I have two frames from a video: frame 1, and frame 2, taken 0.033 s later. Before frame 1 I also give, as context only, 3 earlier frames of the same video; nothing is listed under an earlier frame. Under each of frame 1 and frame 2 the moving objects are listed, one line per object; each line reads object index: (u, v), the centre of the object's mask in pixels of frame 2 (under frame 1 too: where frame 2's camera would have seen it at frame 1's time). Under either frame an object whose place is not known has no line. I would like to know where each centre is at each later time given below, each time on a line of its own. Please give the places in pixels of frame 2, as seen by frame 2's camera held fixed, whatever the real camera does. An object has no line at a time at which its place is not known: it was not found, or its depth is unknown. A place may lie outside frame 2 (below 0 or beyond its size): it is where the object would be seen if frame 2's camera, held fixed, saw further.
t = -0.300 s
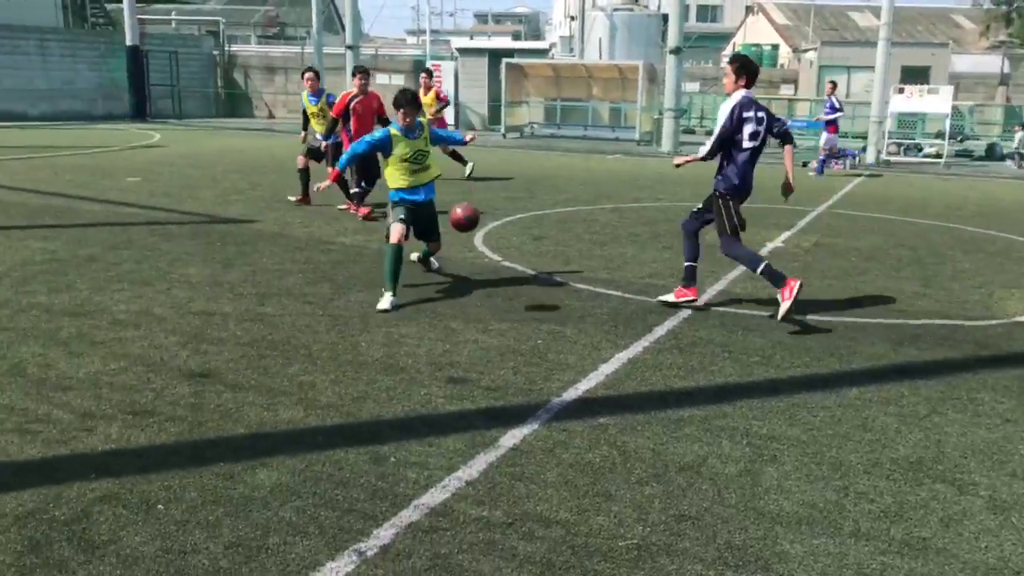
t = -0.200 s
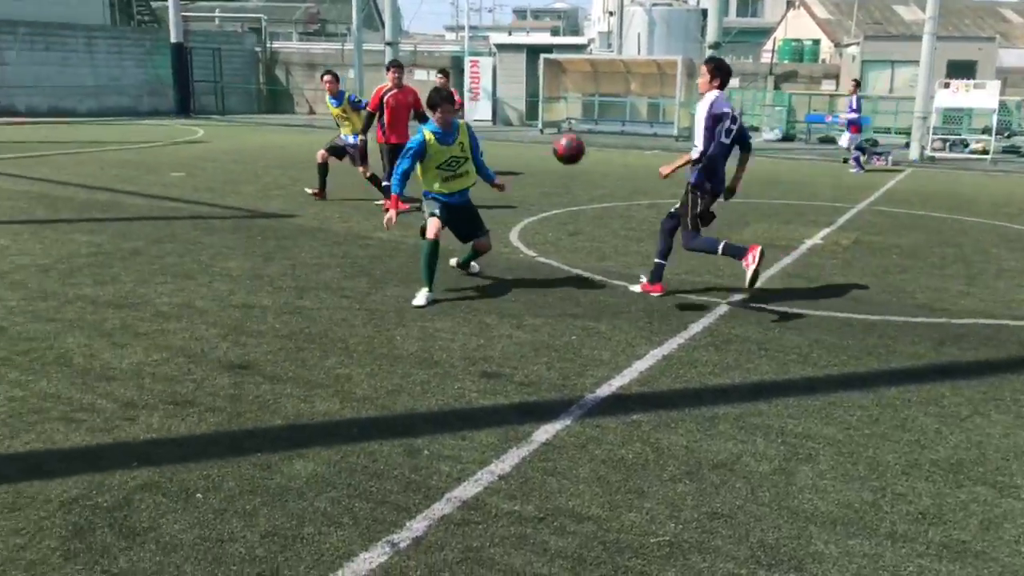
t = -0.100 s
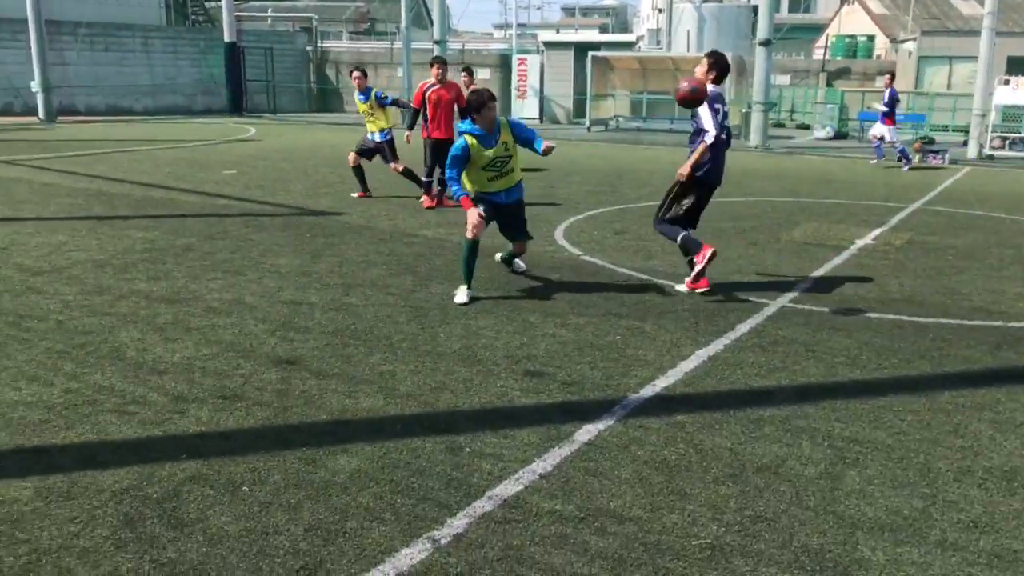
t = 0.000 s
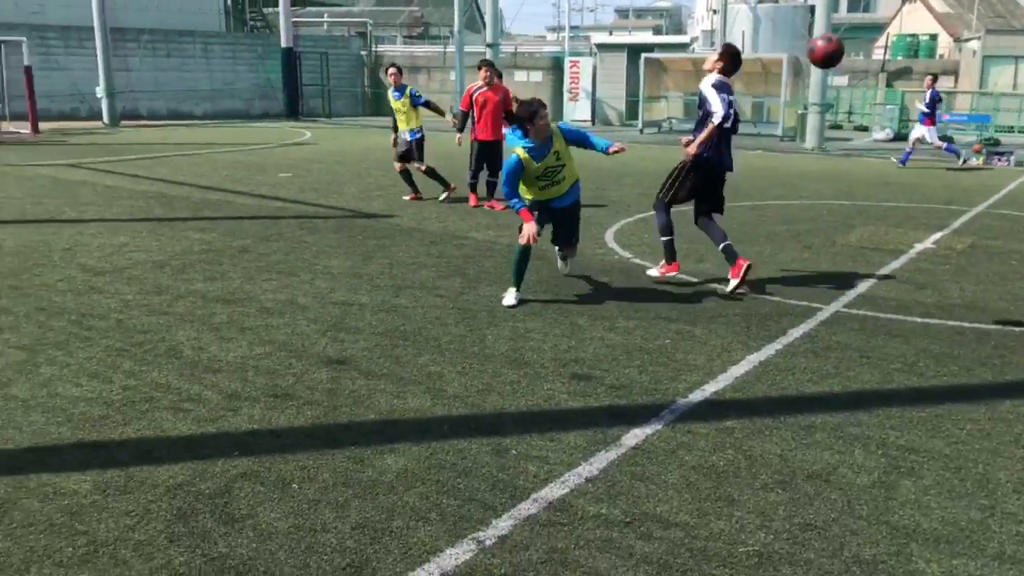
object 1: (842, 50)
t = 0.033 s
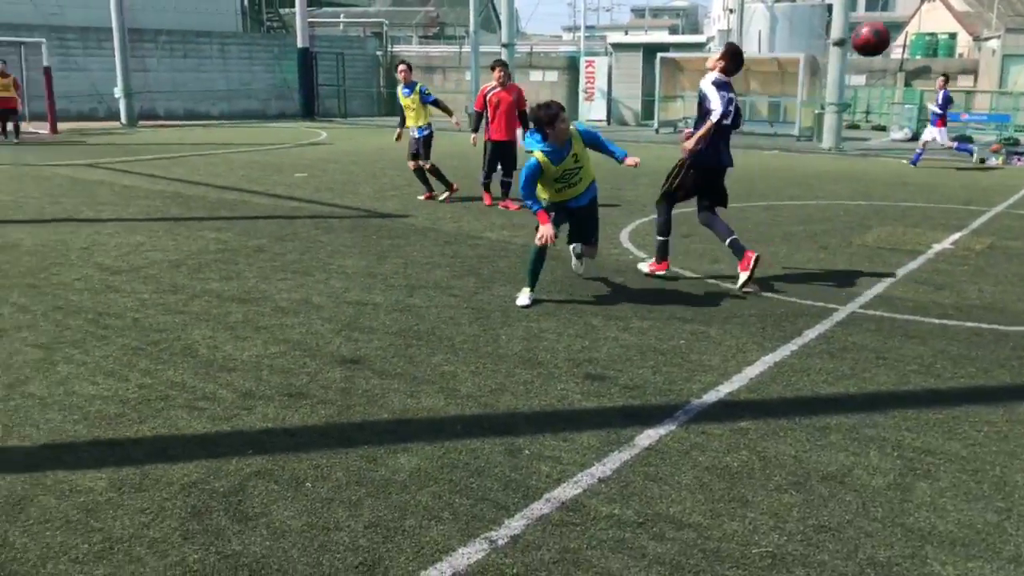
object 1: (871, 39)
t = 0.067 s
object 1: (900, 29)
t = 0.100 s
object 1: (929, 20)
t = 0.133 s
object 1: (959, 17)
